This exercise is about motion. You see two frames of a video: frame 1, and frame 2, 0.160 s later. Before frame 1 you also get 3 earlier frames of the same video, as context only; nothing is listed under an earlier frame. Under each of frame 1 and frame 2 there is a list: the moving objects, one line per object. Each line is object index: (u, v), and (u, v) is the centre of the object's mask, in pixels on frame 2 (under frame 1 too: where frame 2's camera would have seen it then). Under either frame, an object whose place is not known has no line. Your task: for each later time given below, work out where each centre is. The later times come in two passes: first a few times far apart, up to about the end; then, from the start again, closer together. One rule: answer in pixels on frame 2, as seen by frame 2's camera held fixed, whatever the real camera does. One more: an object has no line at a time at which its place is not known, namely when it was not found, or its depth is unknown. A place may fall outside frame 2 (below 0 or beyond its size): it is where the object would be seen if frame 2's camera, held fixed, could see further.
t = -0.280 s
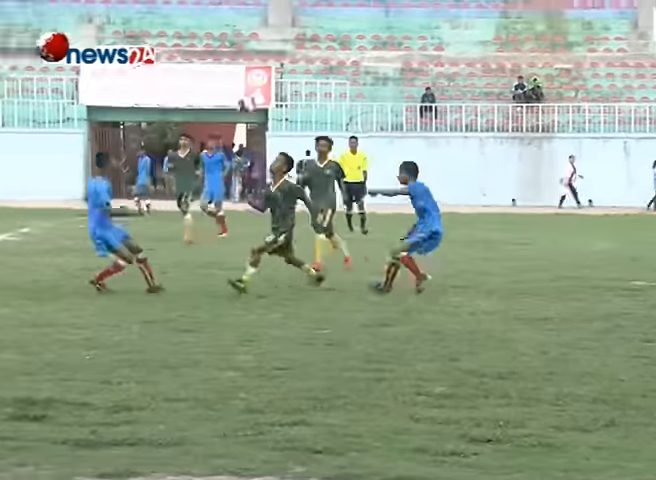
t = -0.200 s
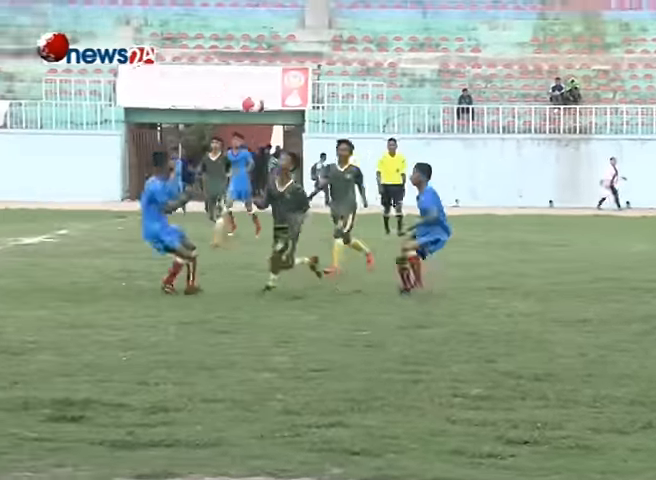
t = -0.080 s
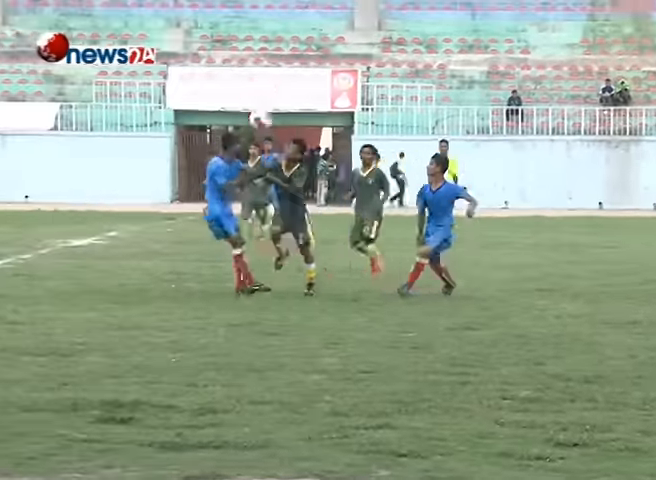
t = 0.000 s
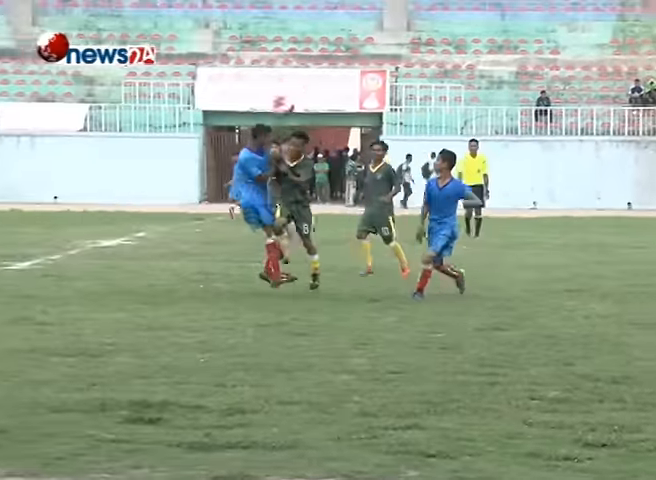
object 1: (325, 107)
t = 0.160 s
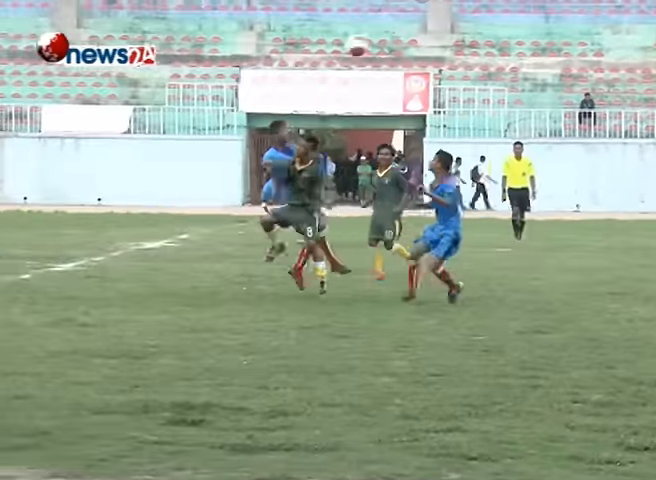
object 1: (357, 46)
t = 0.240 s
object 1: (373, 23)
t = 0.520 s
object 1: (422, -7)
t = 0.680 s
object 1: (451, 9)
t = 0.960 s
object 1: (497, 98)
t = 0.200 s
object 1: (363, 33)
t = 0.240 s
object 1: (373, 23)
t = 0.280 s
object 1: (378, 13)
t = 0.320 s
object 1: (385, 5)
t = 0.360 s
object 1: (393, 1)
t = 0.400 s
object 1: (402, -2)
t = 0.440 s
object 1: (410, -5)
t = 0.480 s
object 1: (416, -7)
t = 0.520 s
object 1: (422, -7)
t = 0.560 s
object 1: (430, -7)
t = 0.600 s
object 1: (436, -3)
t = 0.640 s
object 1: (444, 4)
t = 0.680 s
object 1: (451, 9)
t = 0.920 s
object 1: (493, 83)
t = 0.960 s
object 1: (497, 98)
